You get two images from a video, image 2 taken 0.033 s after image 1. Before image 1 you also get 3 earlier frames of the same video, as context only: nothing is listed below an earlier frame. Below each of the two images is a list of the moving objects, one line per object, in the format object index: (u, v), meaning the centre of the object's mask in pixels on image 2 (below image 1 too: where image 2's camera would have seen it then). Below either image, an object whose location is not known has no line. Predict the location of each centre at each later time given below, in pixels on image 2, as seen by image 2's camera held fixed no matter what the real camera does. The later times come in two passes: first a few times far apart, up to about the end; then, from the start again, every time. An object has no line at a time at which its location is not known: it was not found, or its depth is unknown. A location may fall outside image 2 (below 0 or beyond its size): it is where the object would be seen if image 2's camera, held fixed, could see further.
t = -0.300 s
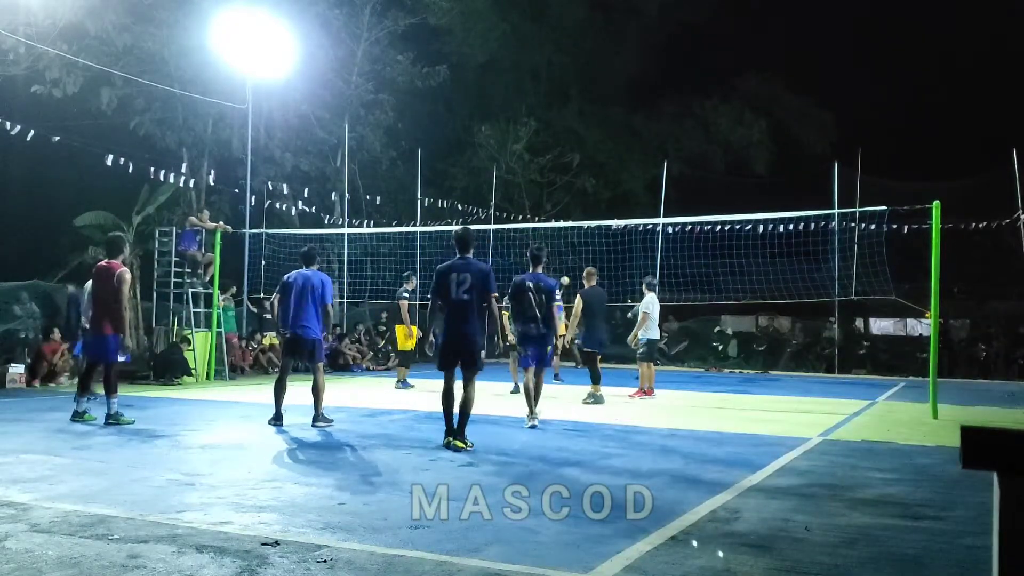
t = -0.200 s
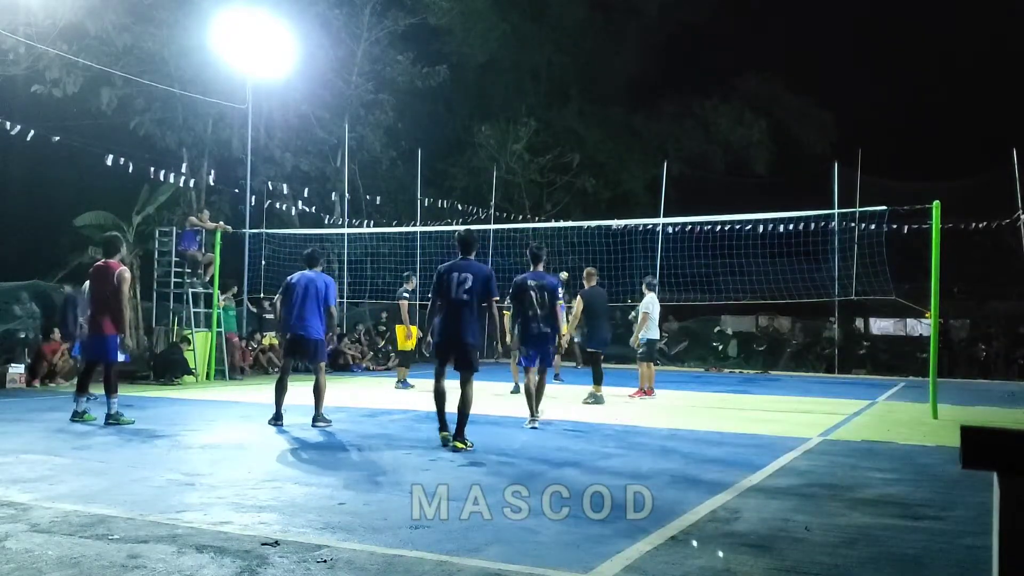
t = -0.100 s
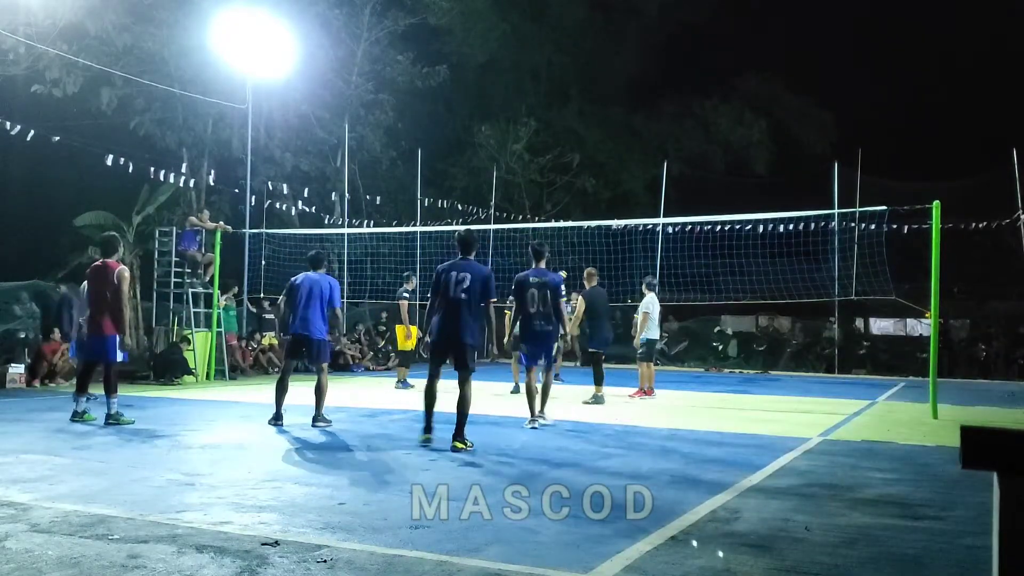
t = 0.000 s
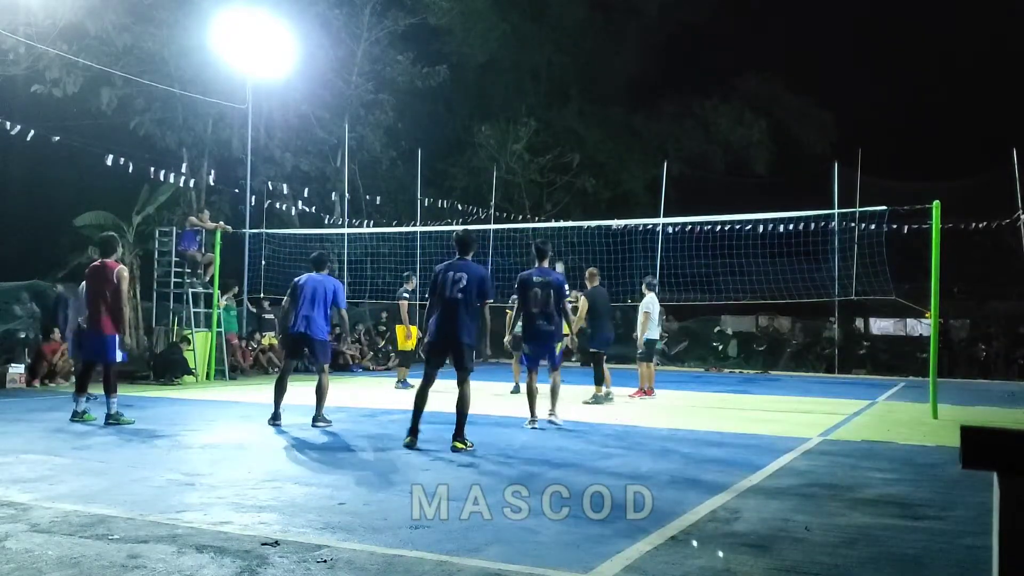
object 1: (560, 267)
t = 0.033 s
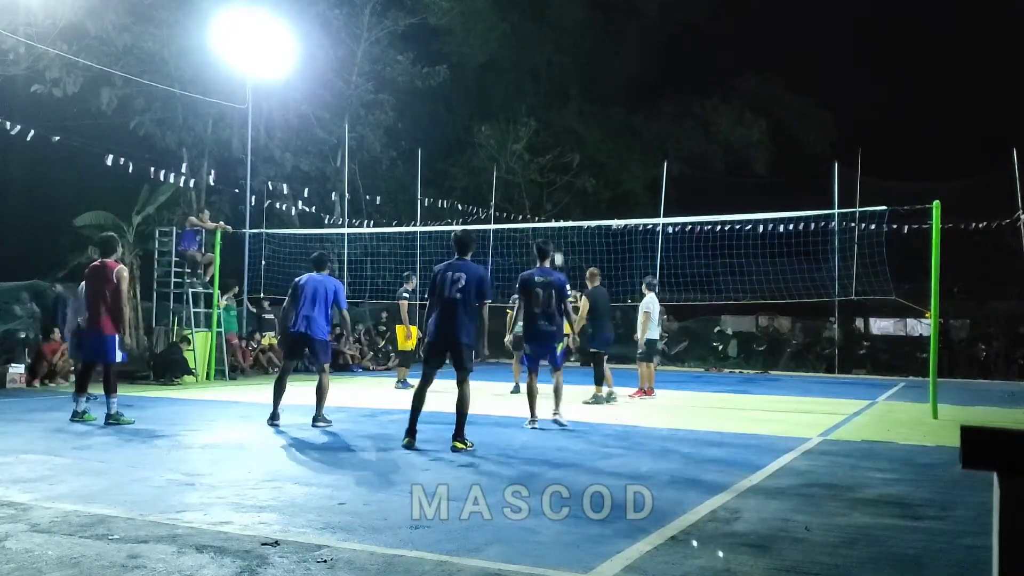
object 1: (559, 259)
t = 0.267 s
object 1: (547, 196)
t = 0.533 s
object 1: (525, 138)
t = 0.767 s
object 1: (493, 108)
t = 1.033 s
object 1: (433, 107)
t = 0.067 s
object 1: (558, 249)
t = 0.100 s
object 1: (557, 240)
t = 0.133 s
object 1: (555, 232)
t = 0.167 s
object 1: (553, 220)
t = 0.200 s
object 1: (552, 213)
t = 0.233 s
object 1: (549, 204)
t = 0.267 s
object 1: (547, 196)
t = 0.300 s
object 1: (544, 188)
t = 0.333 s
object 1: (542, 180)
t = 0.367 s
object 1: (539, 173)
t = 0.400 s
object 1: (537, 165)
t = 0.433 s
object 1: (534, 158)
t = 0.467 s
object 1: (532, 151)
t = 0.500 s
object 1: (528, 144)
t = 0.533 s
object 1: (525, 138)
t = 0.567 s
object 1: (521, 133)
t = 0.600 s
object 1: (517, 127)
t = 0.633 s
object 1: (513, 123)
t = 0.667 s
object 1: (509, 119)
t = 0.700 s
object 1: (504, 115)
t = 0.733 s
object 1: (498, 111)
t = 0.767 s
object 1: (493, 108)
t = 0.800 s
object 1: (487, 105)
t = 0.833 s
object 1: (480, 103)
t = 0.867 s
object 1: (474, 101)
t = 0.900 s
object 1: (466, 100)
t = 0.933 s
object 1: (459, 100)
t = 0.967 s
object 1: (451, 101)
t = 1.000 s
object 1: (442, 103)
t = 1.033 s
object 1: (433, 107)
